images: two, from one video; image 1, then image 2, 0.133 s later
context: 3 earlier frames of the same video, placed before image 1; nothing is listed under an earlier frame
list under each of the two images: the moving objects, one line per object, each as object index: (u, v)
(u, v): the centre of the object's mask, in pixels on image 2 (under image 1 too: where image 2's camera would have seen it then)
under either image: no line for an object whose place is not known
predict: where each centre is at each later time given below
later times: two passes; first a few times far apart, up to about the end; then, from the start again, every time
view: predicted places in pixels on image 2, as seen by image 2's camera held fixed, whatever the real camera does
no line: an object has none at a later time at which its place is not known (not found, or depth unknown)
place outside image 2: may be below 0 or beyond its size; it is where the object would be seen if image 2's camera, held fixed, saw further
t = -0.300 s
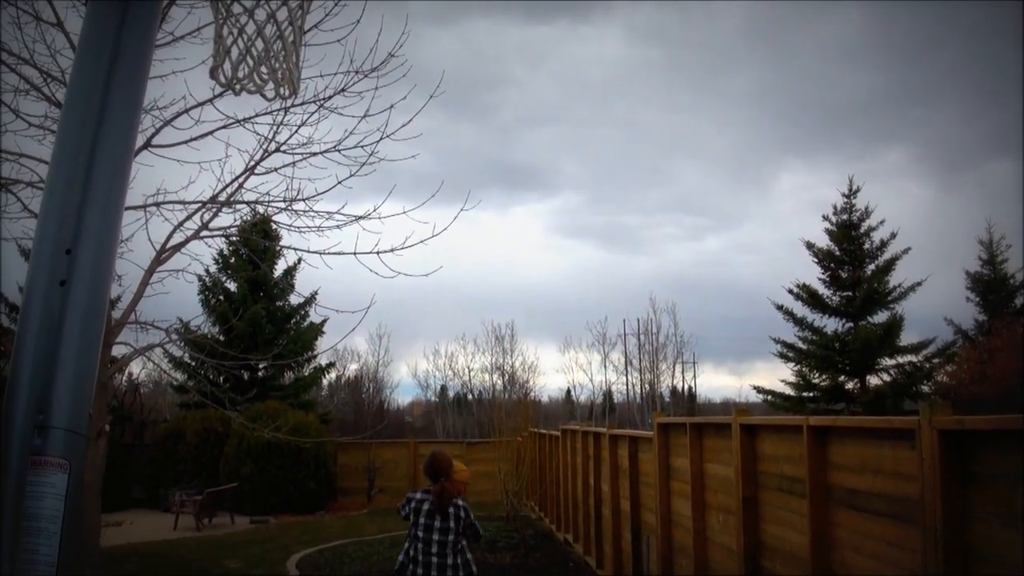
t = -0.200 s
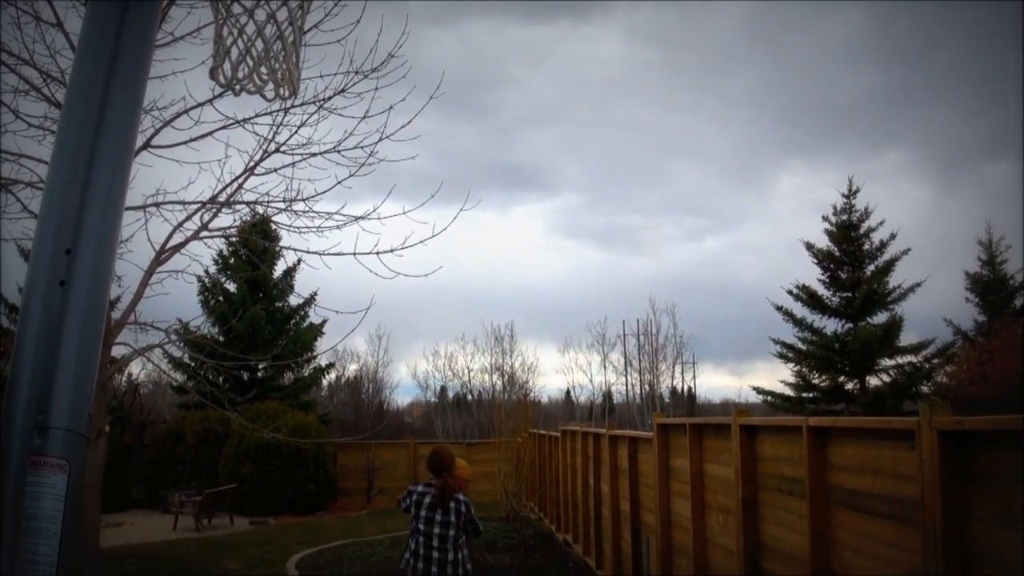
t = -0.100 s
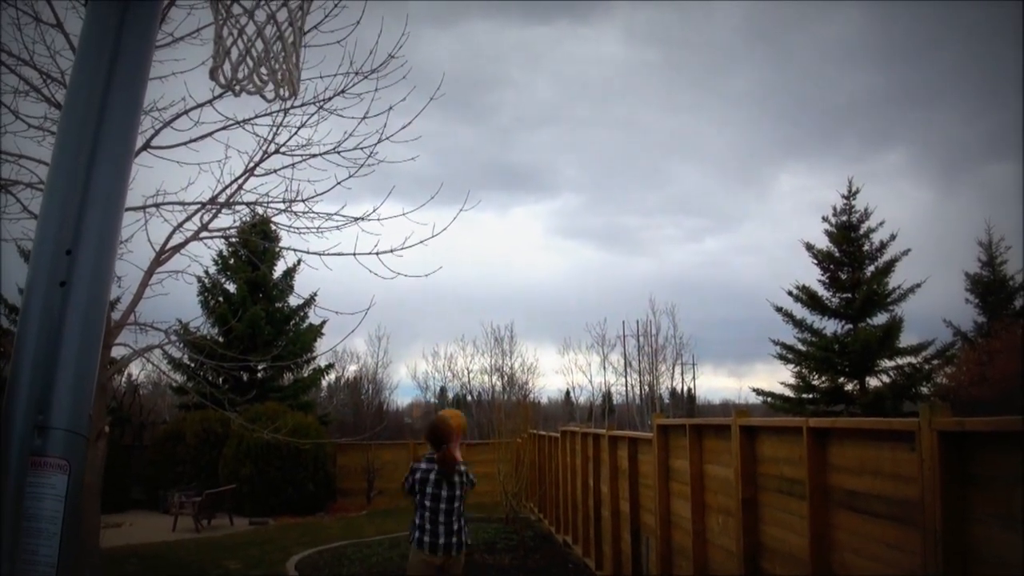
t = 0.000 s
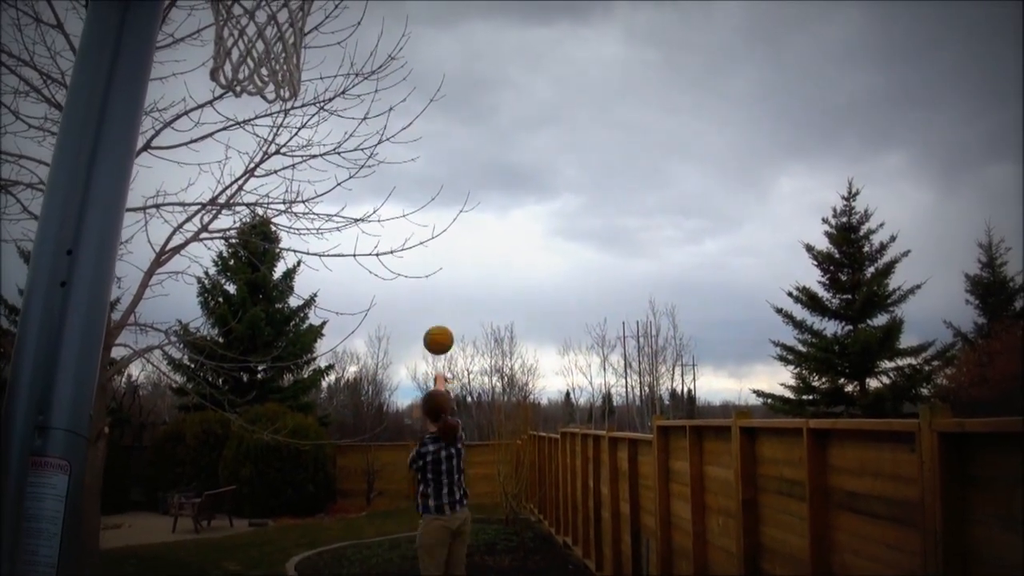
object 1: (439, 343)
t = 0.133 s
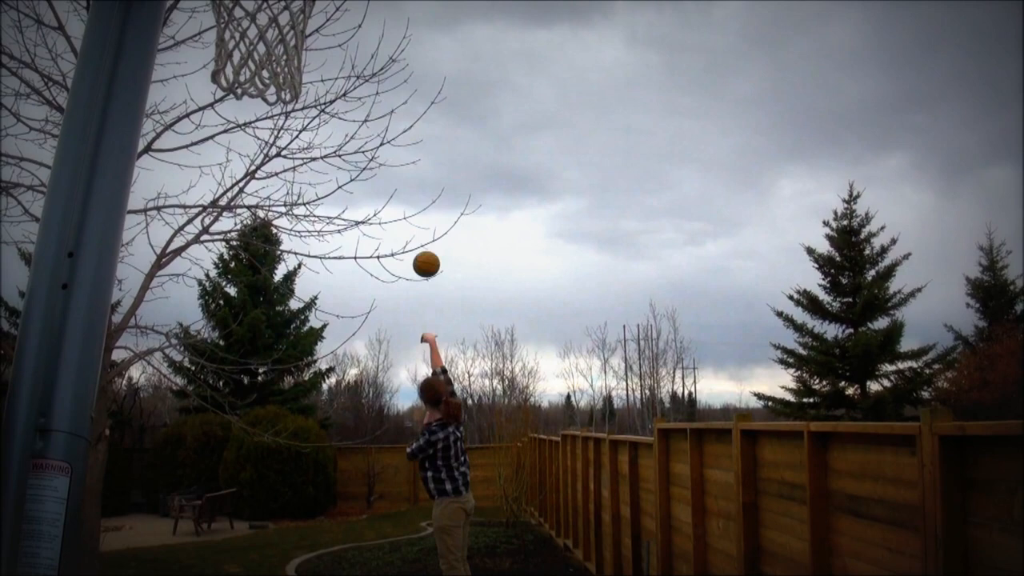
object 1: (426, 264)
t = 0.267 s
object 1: (415, 218)
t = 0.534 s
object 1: (399, 189)
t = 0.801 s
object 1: (386, 216)
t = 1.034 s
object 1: (378, 271)
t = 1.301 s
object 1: (370, 362)
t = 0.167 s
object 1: (423, 250)
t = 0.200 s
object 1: (420, 238)
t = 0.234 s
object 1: (418, 227)
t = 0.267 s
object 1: (415, 218)
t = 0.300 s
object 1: (413, 210)
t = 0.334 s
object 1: (411, 204)
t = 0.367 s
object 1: (409, 198)
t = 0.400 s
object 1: (406, 194)
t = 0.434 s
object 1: (404, 191)
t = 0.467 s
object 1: (402, 190)
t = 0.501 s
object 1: (400, 189)
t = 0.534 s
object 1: (399, 189)
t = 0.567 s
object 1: (397, 189)
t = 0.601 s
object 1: (395, 191)
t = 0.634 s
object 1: (394, 193)
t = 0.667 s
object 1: (392, 196)
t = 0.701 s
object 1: (391, 200)
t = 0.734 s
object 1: (389, 204)
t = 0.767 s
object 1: (388, 210)
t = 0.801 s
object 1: (386, 216)
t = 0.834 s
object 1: (385, 222)
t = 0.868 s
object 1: (384, 229)
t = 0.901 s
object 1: (382, 236)
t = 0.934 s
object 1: (381, 244)
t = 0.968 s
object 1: (380, 253)
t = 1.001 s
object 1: (379, 262)
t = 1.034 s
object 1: (378, 271)
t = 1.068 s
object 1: (377, 281)
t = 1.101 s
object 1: (376, 291)
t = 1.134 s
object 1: (374, 302)
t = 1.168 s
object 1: (373, 313)
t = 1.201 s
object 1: (372, 325)
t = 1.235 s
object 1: (372, 337)
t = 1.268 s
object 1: (370, 349)
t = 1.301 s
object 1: (370, 362)
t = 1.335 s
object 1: (369, 376)
